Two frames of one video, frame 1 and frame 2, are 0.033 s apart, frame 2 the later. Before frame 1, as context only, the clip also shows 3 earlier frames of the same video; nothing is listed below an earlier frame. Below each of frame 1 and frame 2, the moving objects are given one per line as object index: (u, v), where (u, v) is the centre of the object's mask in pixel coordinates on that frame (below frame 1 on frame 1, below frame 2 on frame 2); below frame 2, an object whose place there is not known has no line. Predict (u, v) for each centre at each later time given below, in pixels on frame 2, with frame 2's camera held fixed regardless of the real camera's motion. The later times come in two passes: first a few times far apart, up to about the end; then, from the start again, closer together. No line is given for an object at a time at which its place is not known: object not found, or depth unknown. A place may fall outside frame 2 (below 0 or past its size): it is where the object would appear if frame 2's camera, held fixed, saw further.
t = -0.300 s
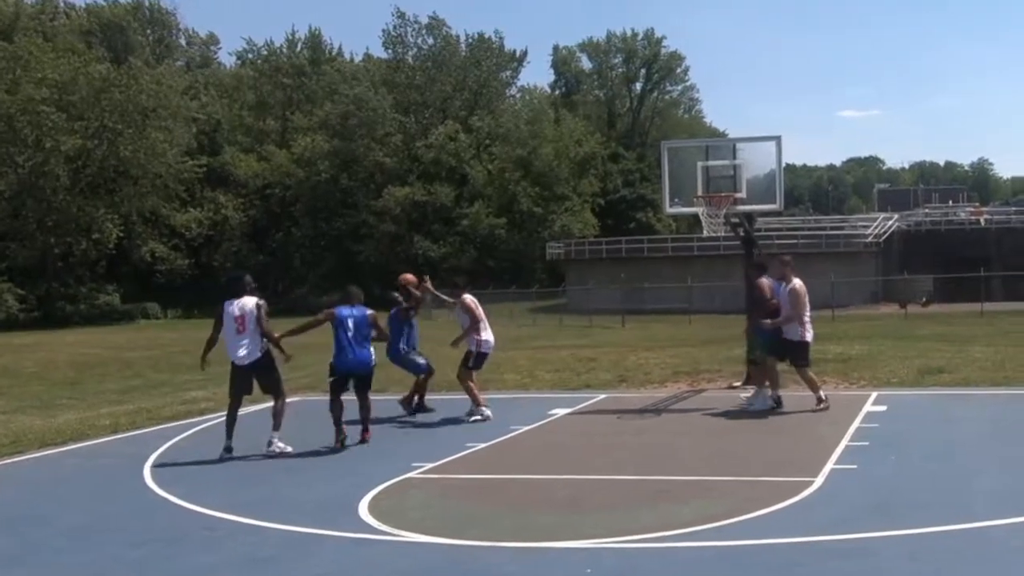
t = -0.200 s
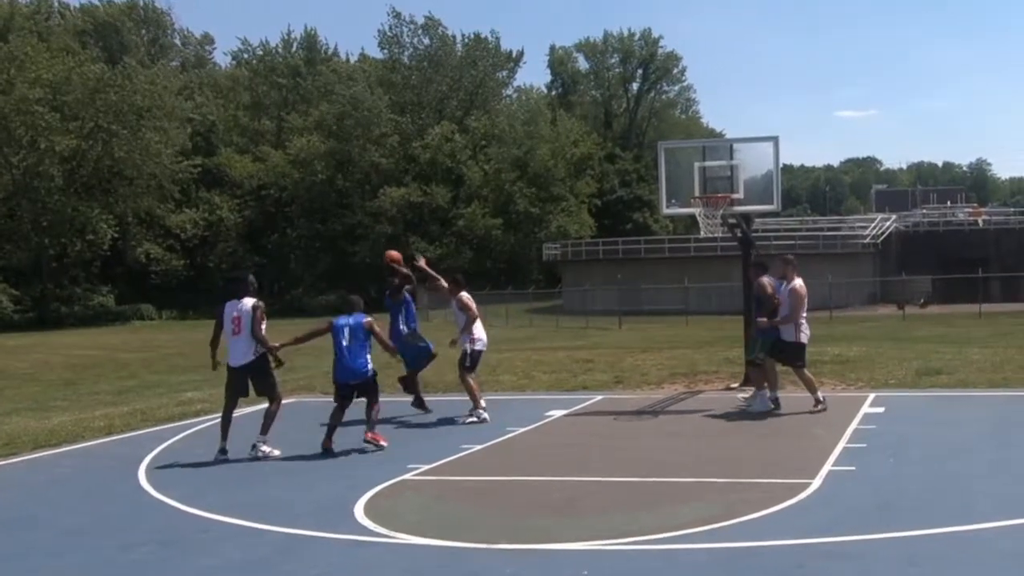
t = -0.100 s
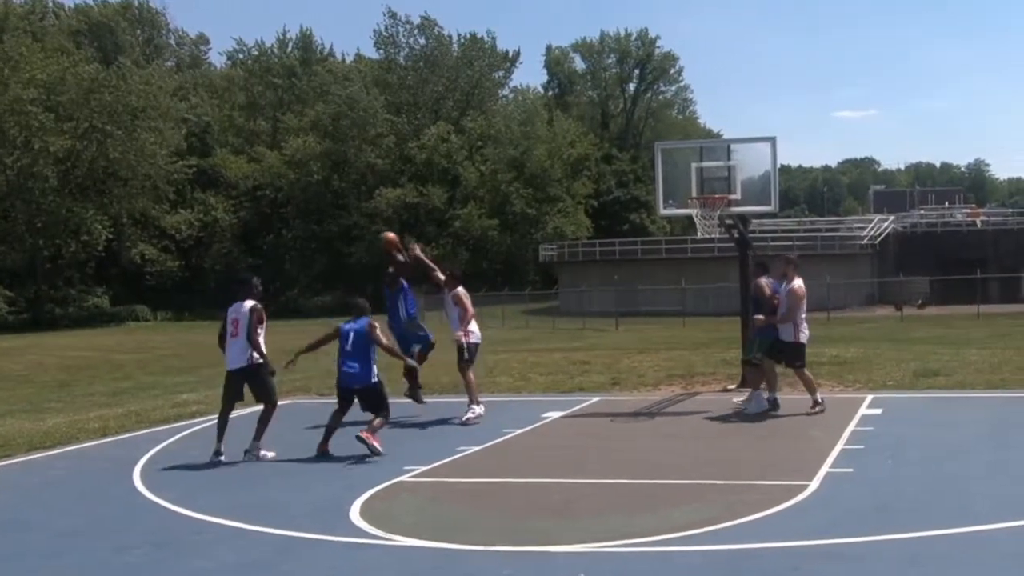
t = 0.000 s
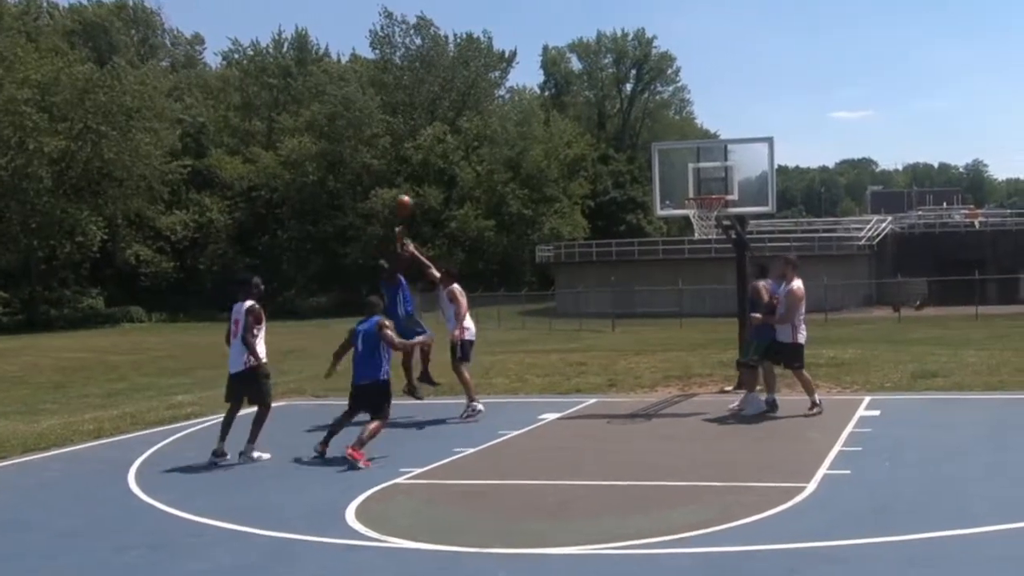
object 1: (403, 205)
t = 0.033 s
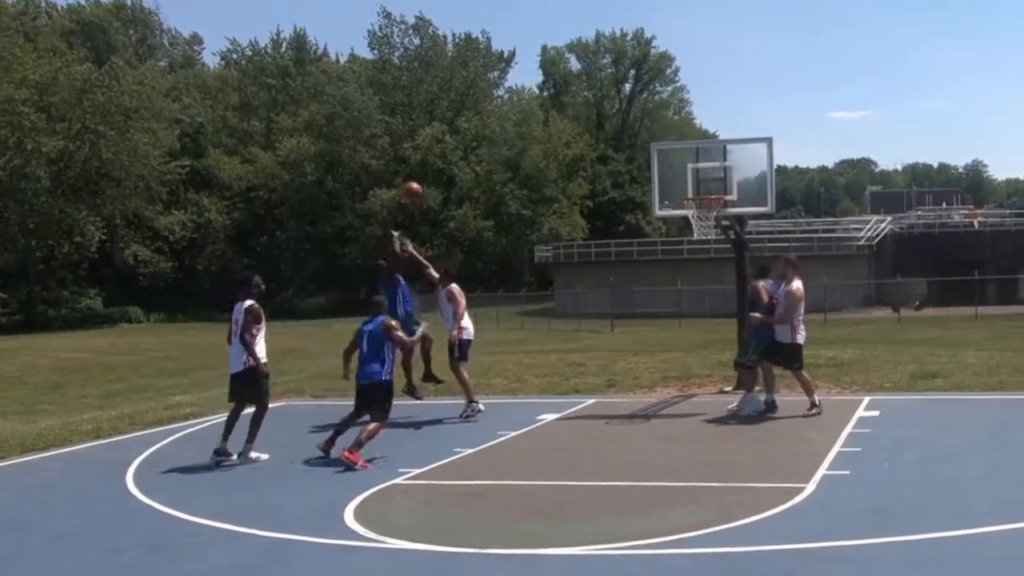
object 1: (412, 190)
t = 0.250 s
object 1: (480, 127)
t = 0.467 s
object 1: (550, 101)
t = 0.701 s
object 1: (627, 116)
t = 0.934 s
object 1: (708, 176)
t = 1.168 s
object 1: (703, 176)
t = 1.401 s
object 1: (700, 189)
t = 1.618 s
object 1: (725, 217)
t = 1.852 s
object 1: (721, 233)
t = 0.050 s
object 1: (418, 183)
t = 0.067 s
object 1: (422, 180)
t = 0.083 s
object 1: (427, 171)
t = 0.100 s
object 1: (434, 169)
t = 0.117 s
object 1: (438, 161)
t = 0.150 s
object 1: (448, 152)
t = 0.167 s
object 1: (452, 148)
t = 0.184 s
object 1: (458, 142)
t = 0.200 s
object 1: (463, 137)
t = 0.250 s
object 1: (480, 127)
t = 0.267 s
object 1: (485, 124)
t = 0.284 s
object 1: (491, 121)
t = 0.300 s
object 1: (496, 118)
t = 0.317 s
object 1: (502, 115)
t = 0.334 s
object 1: (508, 113)
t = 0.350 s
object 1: (513, 111)
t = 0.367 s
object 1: (519, 109)
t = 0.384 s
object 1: (524, 107)
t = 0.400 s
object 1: (530, 106)
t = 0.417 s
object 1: (535, 103)
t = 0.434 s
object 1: (540, 103)
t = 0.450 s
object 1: (544, 101)
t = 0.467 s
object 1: (550, 101)
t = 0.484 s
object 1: (556, 100)
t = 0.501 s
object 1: (563, 100)
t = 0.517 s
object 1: (569, 99)
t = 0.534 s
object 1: (572, 100)
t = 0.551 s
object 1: (579, 99)
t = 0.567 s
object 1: (586, 99)
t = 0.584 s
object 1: (592, 100)
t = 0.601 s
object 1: (597, 102)
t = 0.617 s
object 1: (601, 104)
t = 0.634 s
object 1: (605, 107)
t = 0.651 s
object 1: (611, 107)
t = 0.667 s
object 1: (620, 110)
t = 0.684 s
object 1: (621, 115)
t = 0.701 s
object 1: (627, 116)
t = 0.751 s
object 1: (648, 123)
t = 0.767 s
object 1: (650, 128)
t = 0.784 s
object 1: (657, 133)
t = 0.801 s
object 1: (662, 138)
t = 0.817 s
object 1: (667, 141)
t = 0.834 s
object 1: (673, 145)
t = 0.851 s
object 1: (679, 151)
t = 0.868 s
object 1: (684, 156)
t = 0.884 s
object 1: (690, 162)
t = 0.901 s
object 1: (696, 168)
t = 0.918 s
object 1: (700, 173)
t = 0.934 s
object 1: (708, 176)
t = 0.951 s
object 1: (714, 184)
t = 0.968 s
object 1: (715, 189)
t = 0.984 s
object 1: (714, 189)
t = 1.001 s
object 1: (709, 190)
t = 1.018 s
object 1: (705, 190)
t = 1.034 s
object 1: (700, 190)
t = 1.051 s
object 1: (700, 188)
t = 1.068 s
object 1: (701, 187)
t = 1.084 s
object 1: (701, 186)
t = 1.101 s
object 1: (701, 182)
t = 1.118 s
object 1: (702, 180)
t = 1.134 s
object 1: (702, 177)
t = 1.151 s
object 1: (702, 177)
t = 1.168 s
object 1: (703, 176)
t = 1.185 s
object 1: (703, 176)
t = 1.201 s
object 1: (704, 176)
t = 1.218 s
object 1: (704, 176)
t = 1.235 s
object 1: (704, 176)
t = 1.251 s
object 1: (703, 176)
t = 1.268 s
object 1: (702, 176)
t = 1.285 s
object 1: (703, 177)
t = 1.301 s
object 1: (702, 178)
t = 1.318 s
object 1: (701, 179)
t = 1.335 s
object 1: (701, 181)
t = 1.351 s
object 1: (700, 183)
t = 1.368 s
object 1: (700, 184)
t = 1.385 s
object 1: (700, 187)
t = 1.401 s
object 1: (700, 189)
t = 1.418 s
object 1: (700, 191)
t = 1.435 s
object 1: (699, 194)
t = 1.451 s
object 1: (702, 194)
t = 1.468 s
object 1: (703, 195)
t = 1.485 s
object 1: (705, 195)
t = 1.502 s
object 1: (710, 200)
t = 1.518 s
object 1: (713, 203)
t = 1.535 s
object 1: (716, 207)
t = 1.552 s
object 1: (716, 207)
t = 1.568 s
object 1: (717, 210)
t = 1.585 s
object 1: (719, 211)
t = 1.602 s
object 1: (722, 213)
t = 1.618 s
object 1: (725, 217)
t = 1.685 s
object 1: (725, 220)
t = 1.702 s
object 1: (726, 220)
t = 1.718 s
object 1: (724, 220)
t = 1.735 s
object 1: (724, 222)
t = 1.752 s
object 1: (722, 225)
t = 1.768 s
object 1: (723, 224)
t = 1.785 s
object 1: (723, 224)
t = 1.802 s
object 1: (723, 226)
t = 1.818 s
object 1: (722, 228)
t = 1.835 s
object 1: (723, 228)
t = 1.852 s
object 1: (721, 233)
